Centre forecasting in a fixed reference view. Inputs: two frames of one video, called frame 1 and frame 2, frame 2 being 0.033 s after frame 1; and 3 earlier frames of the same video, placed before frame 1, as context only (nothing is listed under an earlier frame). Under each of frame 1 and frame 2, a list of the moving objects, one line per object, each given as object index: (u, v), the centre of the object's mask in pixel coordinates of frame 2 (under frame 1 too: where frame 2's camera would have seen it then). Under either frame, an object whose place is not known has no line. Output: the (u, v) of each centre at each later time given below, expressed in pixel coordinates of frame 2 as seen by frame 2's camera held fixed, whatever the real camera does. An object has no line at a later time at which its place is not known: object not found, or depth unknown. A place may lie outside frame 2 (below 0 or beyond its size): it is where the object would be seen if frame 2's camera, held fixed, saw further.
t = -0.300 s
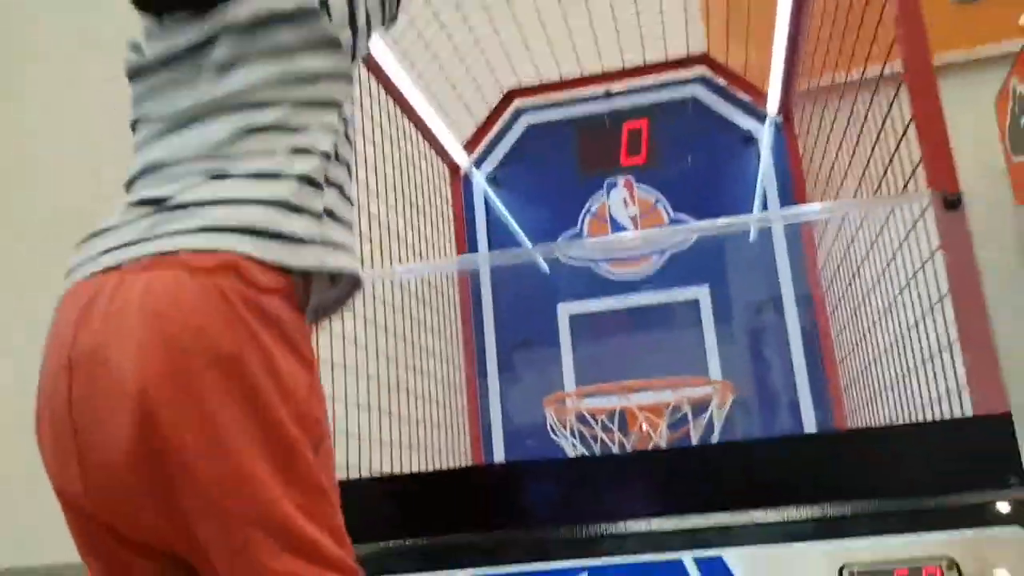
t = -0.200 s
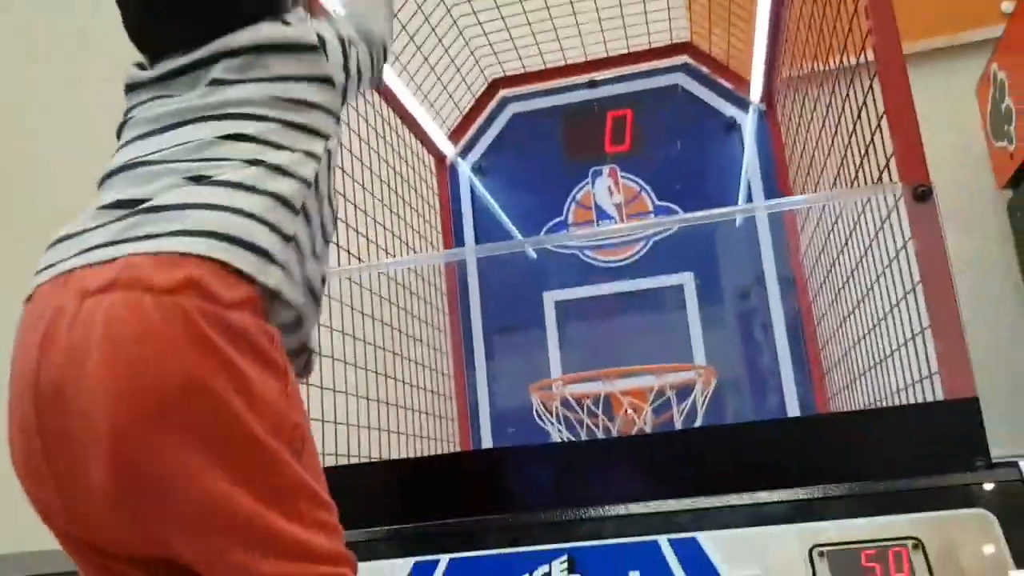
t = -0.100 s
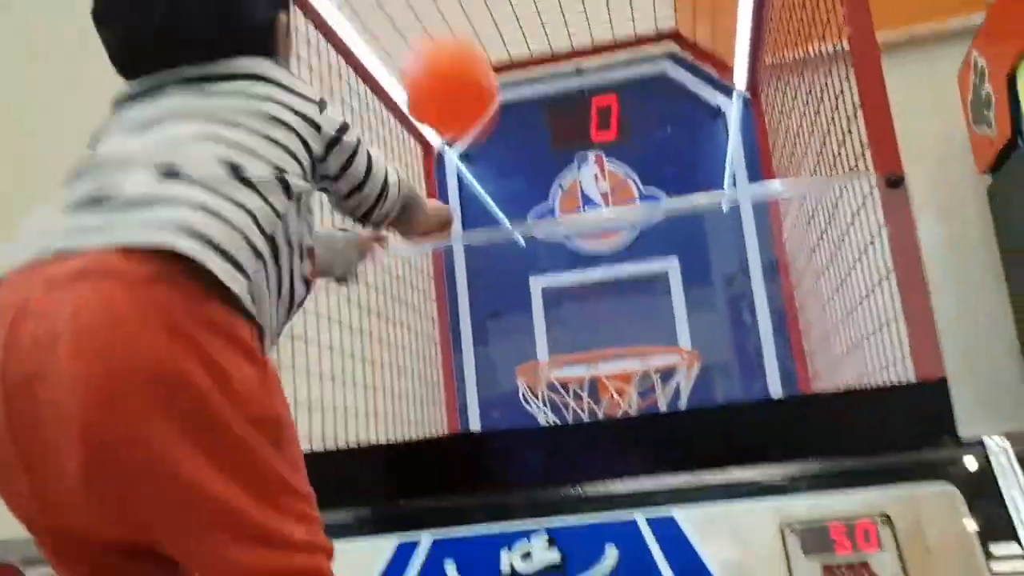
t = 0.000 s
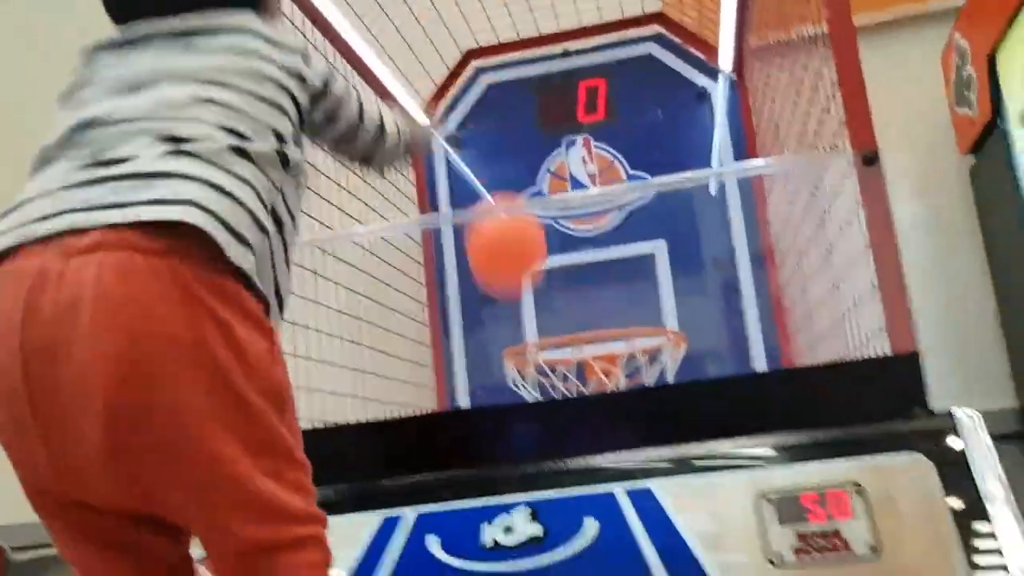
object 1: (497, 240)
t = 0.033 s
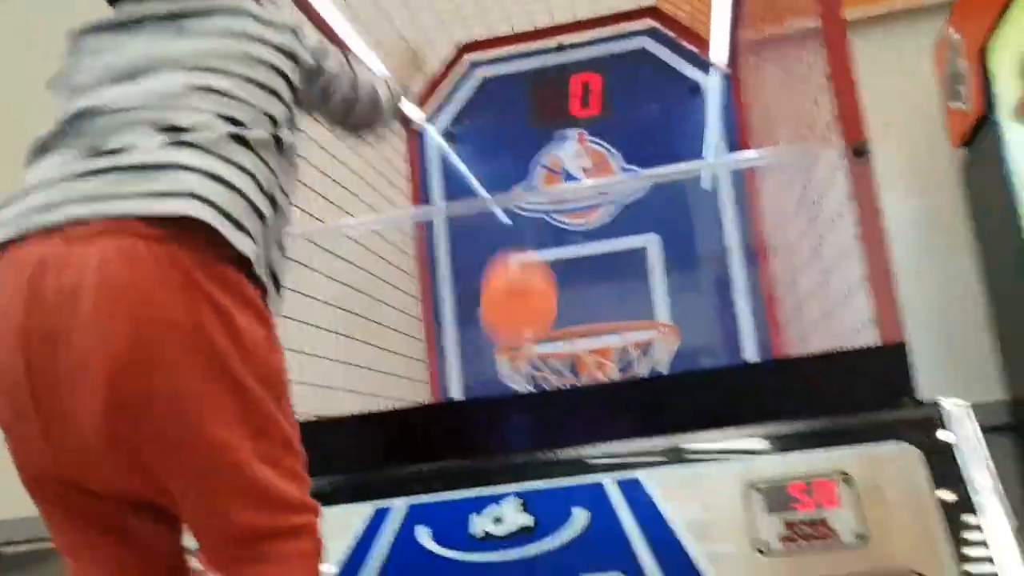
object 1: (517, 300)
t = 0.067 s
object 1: (500, 292)
